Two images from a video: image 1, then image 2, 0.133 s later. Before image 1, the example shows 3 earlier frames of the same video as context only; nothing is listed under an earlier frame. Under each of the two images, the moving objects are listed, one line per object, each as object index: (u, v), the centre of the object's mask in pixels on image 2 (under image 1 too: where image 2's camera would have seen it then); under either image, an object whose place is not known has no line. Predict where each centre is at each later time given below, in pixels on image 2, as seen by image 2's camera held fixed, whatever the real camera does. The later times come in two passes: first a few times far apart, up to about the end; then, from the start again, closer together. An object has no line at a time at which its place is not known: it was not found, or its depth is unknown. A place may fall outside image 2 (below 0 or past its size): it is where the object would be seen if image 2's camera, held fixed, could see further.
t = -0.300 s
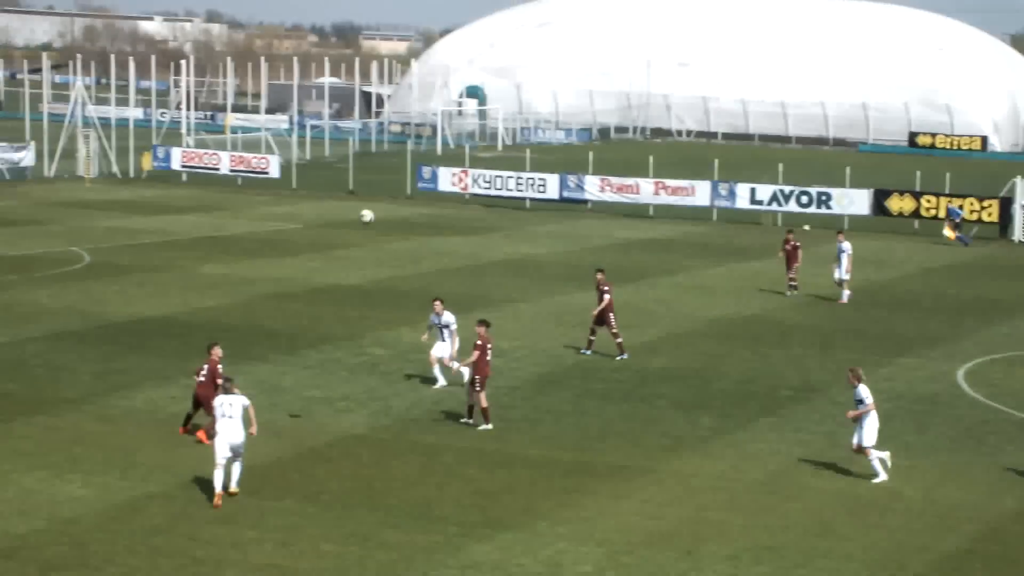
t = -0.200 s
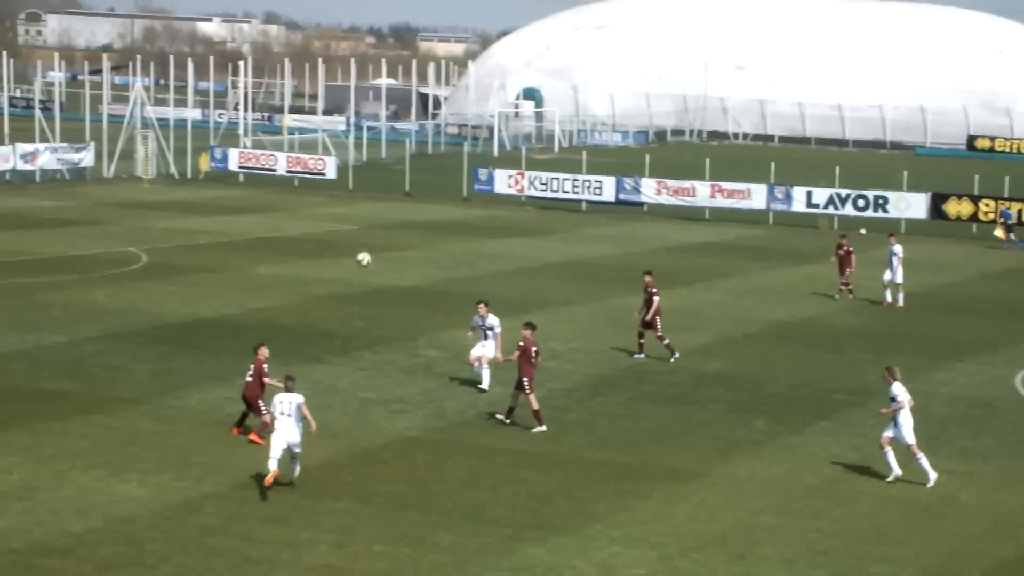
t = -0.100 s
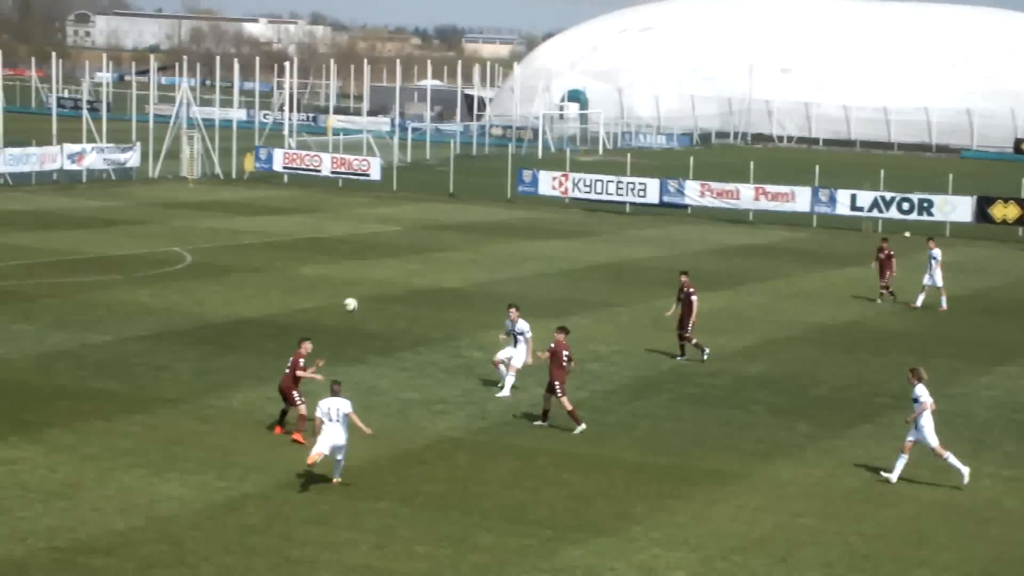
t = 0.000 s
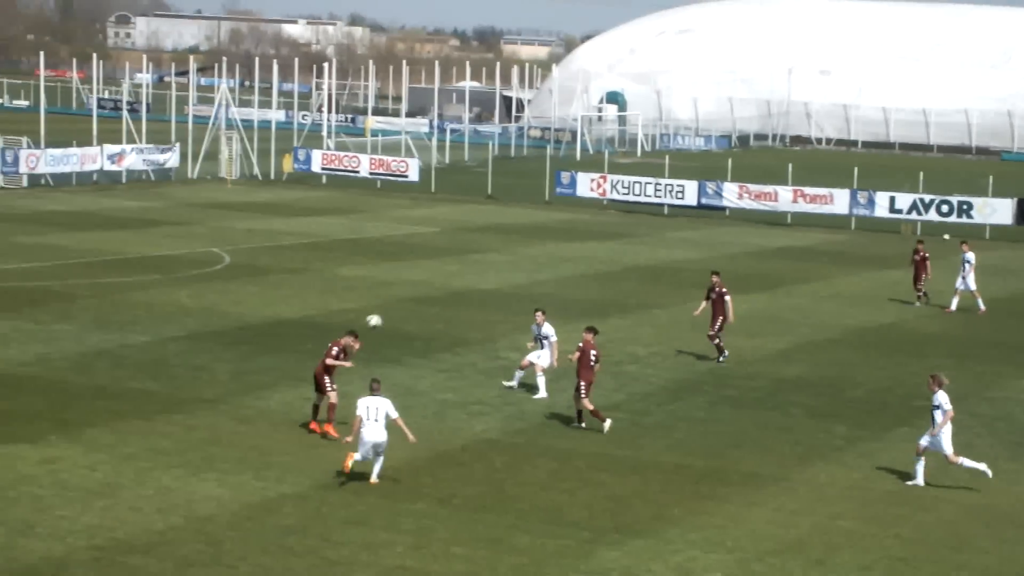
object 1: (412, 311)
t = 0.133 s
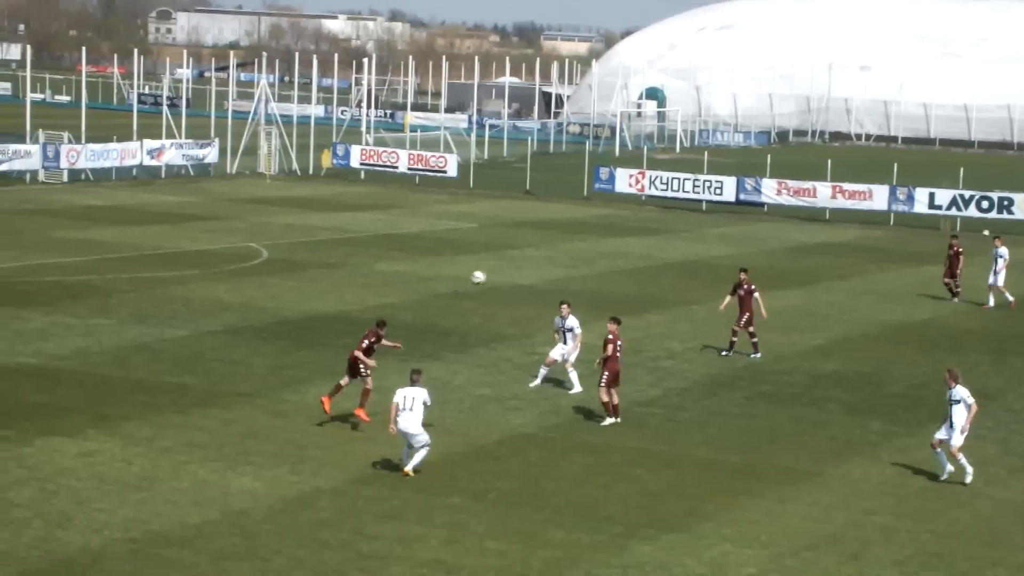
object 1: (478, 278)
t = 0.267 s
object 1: (548, 248)
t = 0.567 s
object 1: (709, 230)
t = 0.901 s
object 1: (897, 287)
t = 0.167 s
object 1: (495, 269)
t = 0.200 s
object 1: (513, 262)
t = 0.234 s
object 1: (530, 255)
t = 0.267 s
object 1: (548, 248)
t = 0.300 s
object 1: (566, 244)
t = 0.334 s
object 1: (583, 239)
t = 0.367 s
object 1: (601, 236)
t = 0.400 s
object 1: (618, 232)
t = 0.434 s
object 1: (636, 230)
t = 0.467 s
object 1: (655, 229)
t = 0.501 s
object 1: (673, 228)
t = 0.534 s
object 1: (691, 228)
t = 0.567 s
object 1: (709, 230)
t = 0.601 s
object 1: (728, 232)
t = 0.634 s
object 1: (747, 234)
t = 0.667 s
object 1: (766, 238)
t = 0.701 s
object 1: (785, 242)
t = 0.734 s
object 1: (804, 247)
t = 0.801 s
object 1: (840, 260)
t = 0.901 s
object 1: (897, 287)
